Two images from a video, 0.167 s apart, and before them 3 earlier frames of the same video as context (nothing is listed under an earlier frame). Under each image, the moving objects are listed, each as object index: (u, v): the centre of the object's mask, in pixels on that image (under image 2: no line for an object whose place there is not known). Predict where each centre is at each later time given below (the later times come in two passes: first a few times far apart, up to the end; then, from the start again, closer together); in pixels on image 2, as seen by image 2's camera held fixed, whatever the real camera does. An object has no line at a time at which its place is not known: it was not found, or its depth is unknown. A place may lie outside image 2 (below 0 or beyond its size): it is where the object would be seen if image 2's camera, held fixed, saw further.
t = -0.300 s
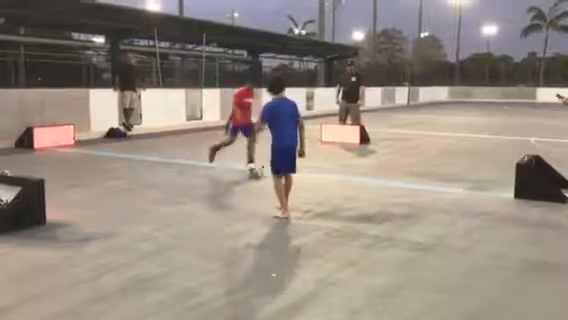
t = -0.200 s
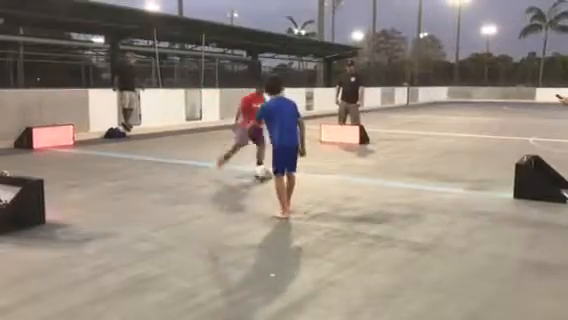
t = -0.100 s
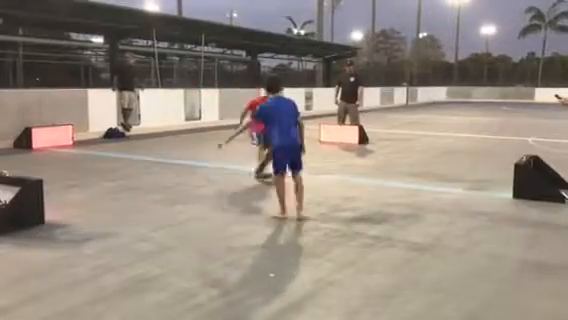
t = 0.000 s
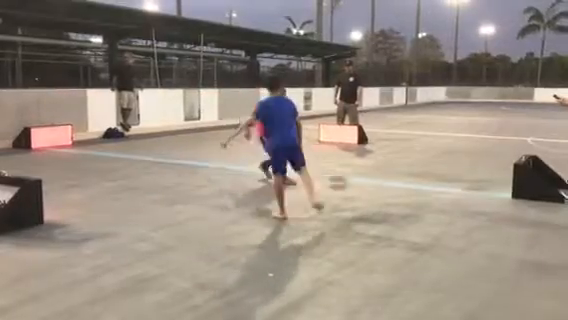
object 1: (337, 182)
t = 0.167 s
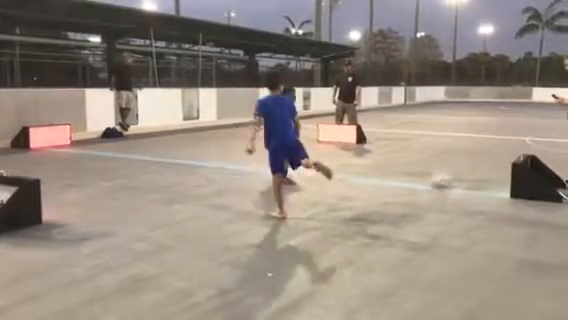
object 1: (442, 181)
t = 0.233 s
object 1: (478, 182)
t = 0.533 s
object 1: (444, 160)
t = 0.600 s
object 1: (430, 161)
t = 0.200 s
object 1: (460, 180)
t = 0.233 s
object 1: (478, 182)
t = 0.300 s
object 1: (504, 179)
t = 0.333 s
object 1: (500, 177)
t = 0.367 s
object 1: (487, 168)
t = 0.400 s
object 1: (479, 165)
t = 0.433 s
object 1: (471, 163)
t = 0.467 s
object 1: (463, 161)
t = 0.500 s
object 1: (453, 160)
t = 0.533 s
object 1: (444, 160)
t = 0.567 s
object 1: (435, 160)
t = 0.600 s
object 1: (430, 161)
